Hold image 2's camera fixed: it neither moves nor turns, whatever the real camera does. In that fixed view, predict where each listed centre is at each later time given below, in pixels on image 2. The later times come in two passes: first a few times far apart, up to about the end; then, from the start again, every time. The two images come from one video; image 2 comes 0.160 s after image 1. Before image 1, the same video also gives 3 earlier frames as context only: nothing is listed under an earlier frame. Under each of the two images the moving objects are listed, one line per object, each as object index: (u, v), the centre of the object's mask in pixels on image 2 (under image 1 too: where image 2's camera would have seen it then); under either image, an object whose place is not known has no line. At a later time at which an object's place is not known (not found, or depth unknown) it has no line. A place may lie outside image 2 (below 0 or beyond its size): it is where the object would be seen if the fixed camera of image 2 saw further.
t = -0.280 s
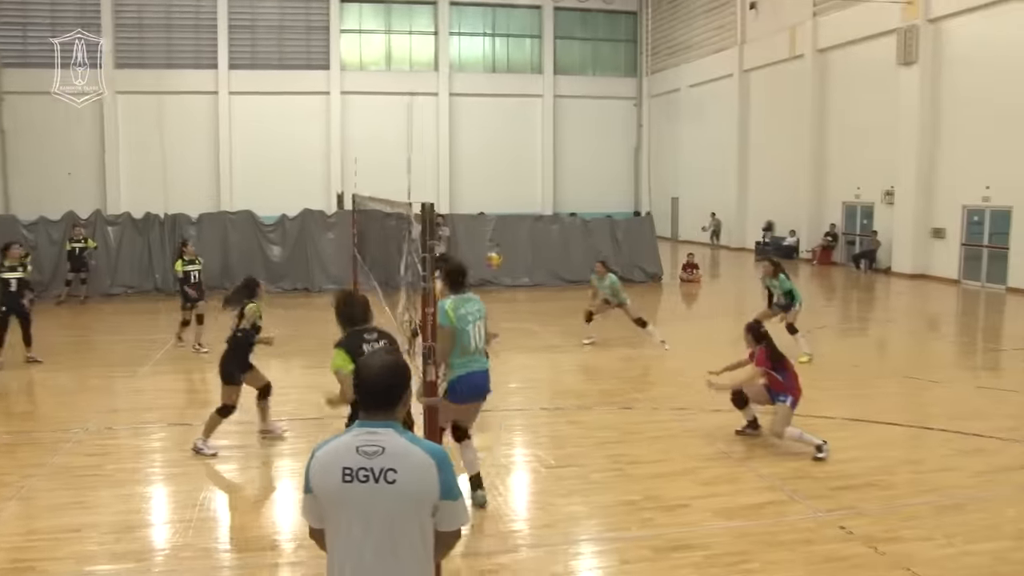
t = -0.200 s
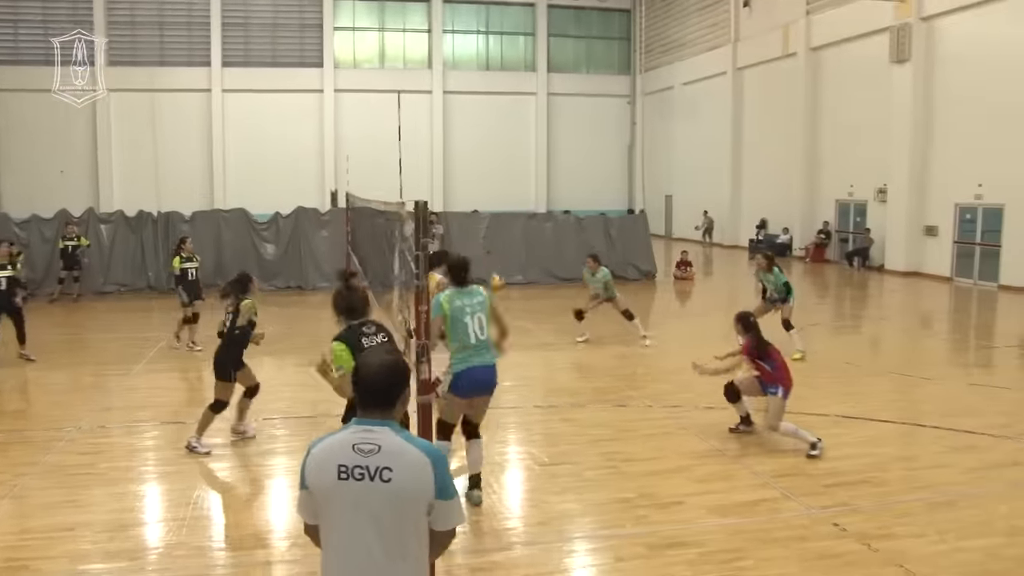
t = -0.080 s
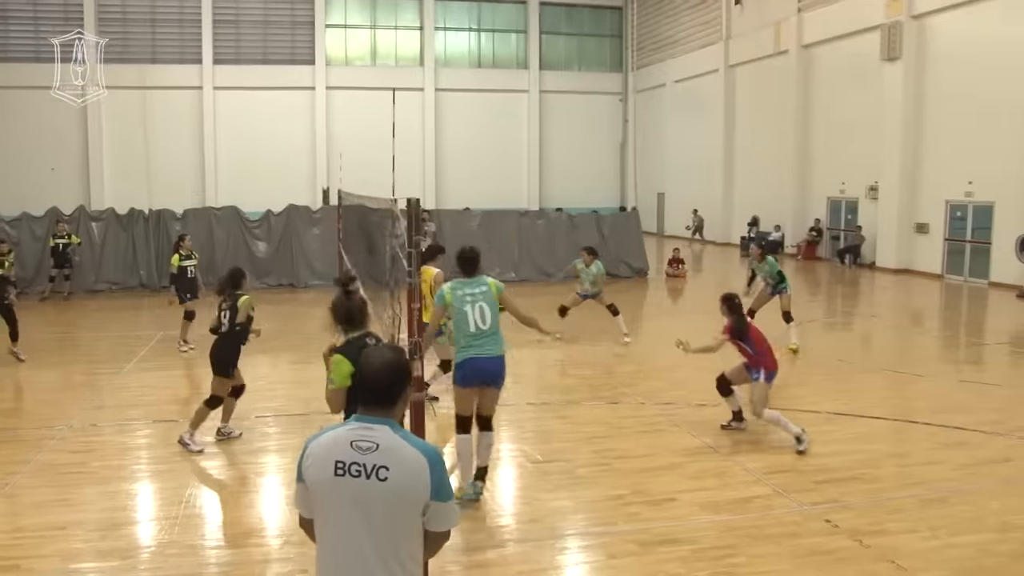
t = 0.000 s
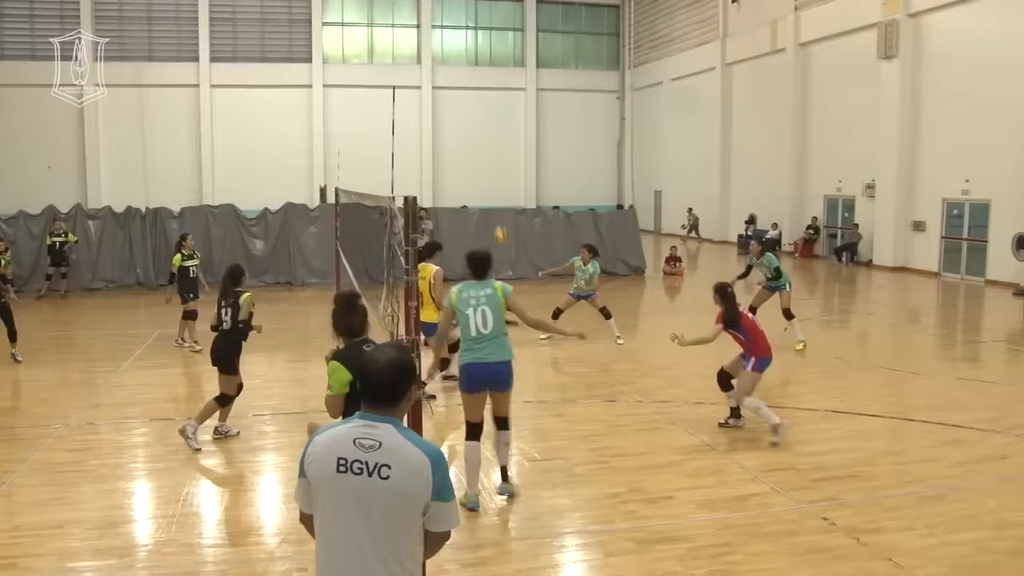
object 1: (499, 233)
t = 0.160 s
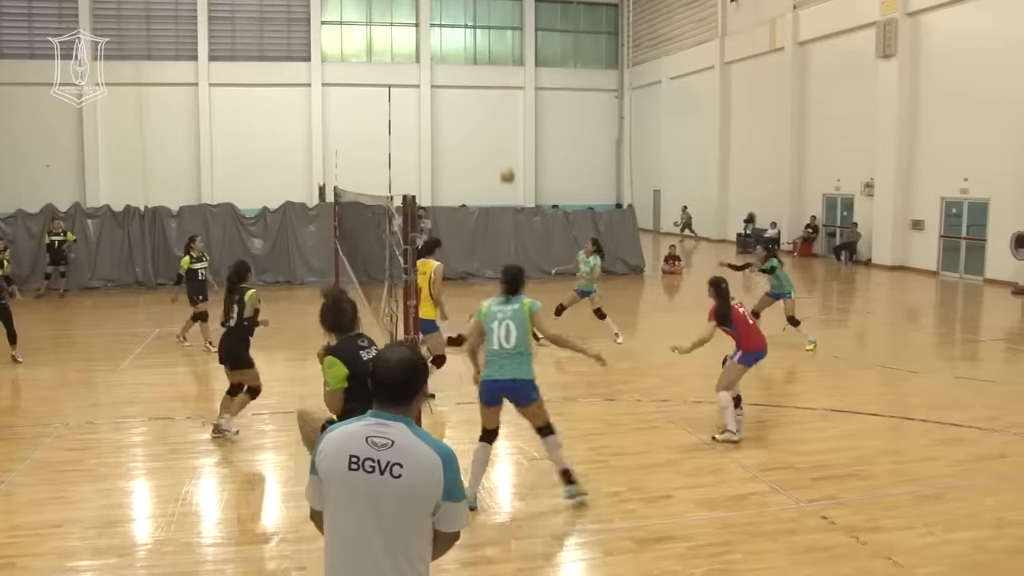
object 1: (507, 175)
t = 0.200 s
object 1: (510, 164)
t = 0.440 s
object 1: (522, 120)
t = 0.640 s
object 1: (533, 114)
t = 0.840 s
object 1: (542, 133)
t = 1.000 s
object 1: (551, 164)
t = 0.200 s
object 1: (510, 164)
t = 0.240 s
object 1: (512, 155)
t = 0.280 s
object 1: (514, 145)
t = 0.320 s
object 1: (516, 137)
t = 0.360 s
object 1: (518, 131)
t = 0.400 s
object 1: (521, 125)
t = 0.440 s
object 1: (522, 120)
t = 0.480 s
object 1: (524, 118)
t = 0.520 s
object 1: (526, 115)
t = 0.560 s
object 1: (528, 114)
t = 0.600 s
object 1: (530, 114)
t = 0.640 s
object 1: (533, 114)
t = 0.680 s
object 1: (534, 116)
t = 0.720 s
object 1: (536, 119)
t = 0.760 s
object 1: (539, 123)
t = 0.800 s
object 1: (540, 127)
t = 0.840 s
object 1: (542, 133)
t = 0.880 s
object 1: (544, 139)
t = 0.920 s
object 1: (547, 147)
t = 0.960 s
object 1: (548, 155)
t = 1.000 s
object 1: (551, 164)
